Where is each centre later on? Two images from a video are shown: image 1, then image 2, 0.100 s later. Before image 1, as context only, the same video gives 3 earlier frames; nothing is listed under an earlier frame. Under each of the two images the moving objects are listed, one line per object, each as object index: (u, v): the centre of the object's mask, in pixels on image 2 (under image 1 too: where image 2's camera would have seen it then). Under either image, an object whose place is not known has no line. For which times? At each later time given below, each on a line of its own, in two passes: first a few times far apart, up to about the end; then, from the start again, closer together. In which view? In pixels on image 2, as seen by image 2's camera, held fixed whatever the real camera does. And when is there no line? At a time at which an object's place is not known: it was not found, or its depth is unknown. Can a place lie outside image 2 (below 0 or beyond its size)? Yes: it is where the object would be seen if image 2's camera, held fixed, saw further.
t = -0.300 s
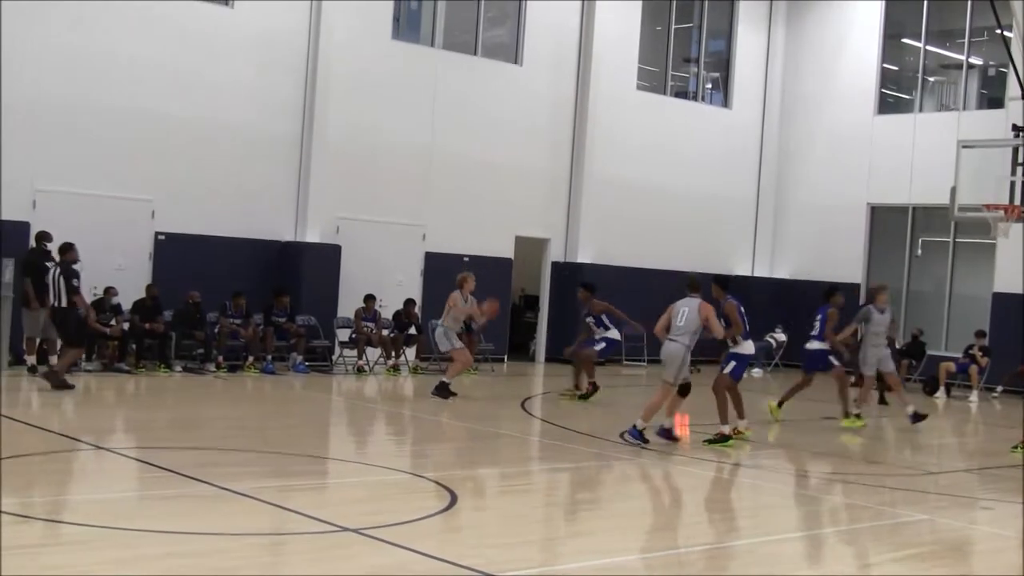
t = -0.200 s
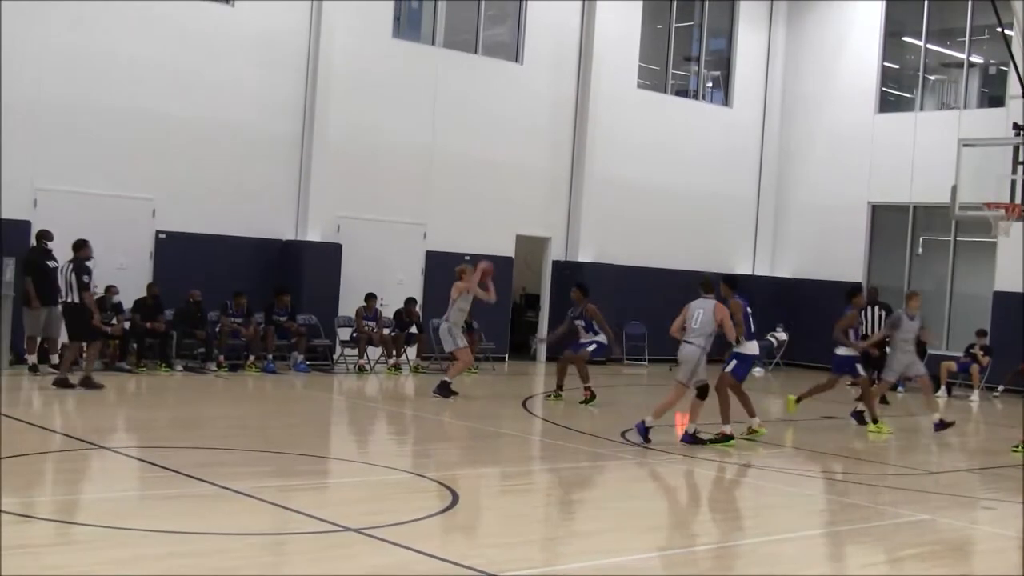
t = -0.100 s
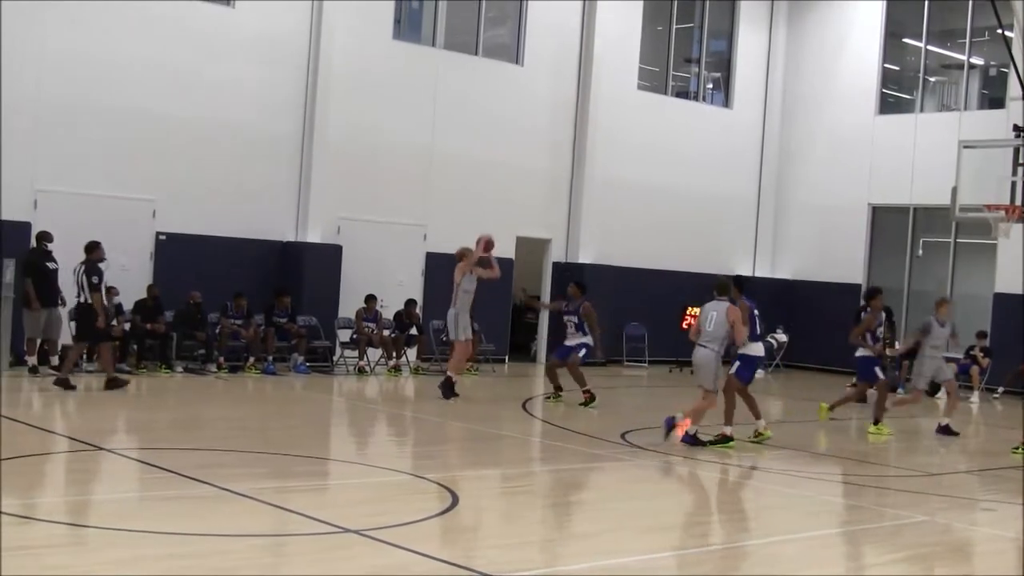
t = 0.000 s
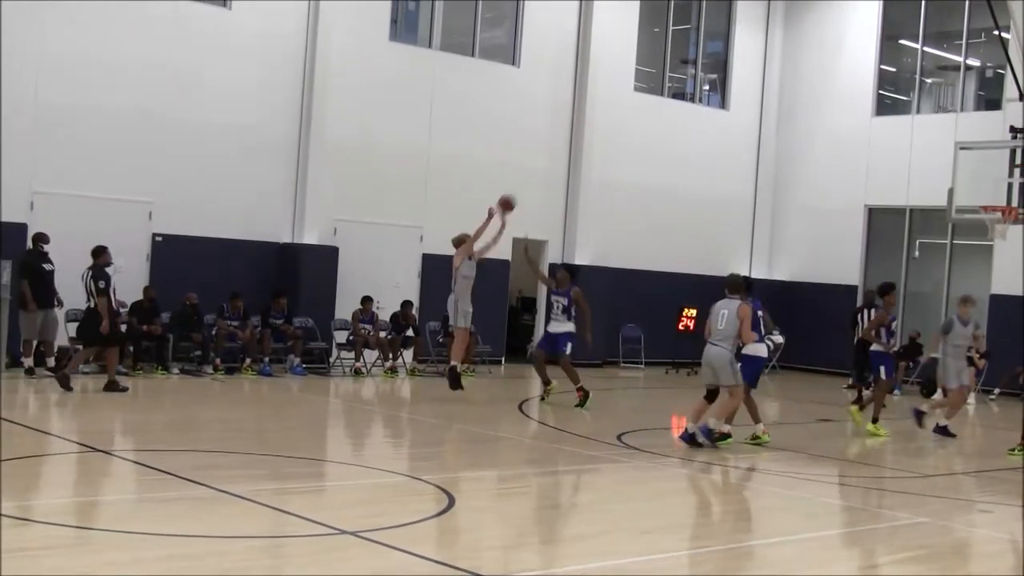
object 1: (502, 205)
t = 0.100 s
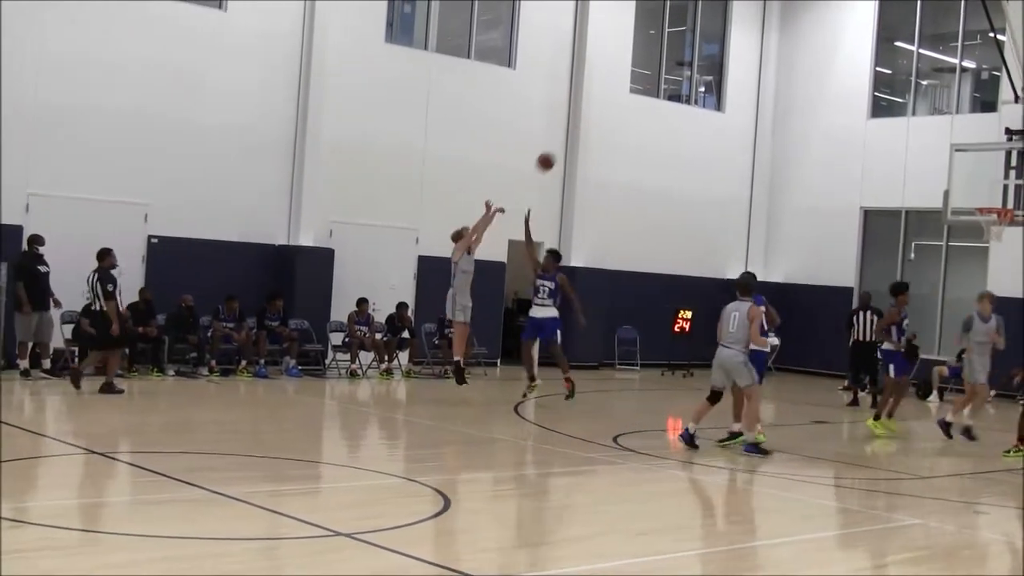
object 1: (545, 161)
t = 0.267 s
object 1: (617, 105)
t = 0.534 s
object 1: (731, 57)
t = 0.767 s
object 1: (817, 55)
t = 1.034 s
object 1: (920, 106)
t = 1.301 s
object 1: (1007, 197)
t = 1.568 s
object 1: (918, 128)
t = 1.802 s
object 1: (840, 114)
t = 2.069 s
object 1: (749, 147)
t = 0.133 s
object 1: (560, 149)
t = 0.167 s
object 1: (574, 136)
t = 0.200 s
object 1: (589, 125)
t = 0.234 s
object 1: (603, 114)
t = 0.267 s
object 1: (617, 105)
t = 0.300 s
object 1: (630, 96)
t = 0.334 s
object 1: (644, 89)
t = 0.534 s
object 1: (731, 57)
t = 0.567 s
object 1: (746, 53)
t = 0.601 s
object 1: (763, 50)
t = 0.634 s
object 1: (774, 50)
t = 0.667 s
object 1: (784, 50)
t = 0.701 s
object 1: (794, 51)
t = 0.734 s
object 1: (807, 52)
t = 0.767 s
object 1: (817, 55)
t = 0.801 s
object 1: (829, 58)
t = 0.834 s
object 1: (842, 63)
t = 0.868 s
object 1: (854, 68)
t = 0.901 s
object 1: (866, 74)
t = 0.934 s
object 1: (879, 80)
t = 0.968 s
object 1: (894, 88)
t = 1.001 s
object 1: (906, 98)
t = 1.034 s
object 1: (920, 106)
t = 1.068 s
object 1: (933, 117)
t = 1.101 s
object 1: (945, 127)
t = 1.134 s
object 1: (959, 139)
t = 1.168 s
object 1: (972, 153)
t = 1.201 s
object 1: (985, 167)
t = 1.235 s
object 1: (997, 181)
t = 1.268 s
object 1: (1009, 197)
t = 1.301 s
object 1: (1007, 197)
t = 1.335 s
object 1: (997, 184)
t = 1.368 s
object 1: (986, 174)
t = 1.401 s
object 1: (975, 164)
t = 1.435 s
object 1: (963, 155)
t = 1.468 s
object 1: (952, 147)
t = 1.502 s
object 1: (941, 140)
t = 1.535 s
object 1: (929, 134)
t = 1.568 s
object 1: (918, 128)
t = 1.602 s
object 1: (907, 124)
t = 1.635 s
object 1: (896, 121)
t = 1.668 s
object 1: (885, 118)
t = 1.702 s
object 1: (873, 115)
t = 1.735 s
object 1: (862, 113)
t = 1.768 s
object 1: (851, 113)
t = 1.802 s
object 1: (840, 114)
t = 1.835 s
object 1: (829, 115)
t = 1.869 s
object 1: (818, 118)
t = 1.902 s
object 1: (807, 121)
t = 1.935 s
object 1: (795, 124)
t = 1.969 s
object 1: (784, 128)
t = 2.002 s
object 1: (773, 134)
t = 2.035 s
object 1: (761, 140)
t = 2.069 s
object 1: (749, 147)
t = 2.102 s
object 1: (739, 154)
